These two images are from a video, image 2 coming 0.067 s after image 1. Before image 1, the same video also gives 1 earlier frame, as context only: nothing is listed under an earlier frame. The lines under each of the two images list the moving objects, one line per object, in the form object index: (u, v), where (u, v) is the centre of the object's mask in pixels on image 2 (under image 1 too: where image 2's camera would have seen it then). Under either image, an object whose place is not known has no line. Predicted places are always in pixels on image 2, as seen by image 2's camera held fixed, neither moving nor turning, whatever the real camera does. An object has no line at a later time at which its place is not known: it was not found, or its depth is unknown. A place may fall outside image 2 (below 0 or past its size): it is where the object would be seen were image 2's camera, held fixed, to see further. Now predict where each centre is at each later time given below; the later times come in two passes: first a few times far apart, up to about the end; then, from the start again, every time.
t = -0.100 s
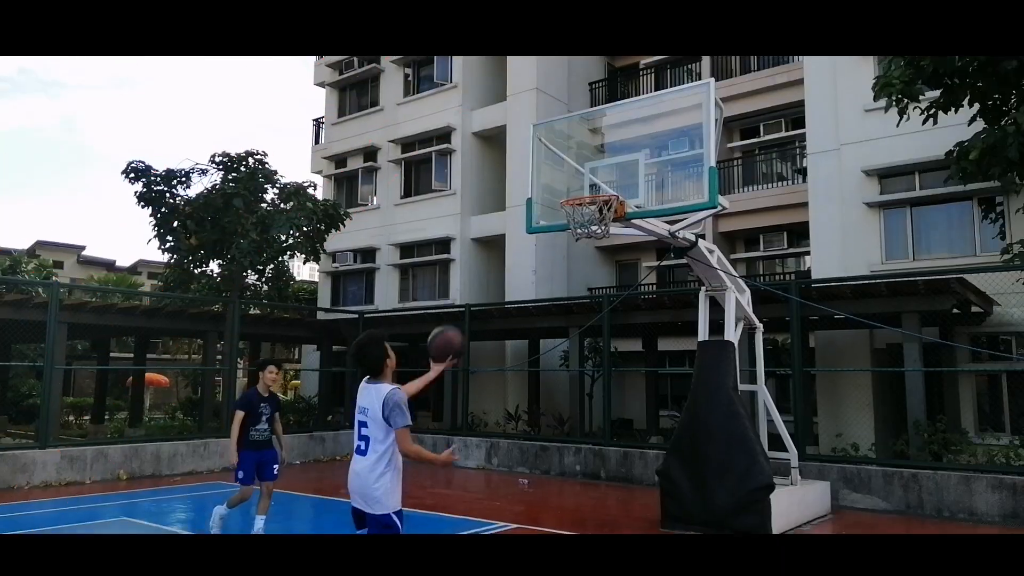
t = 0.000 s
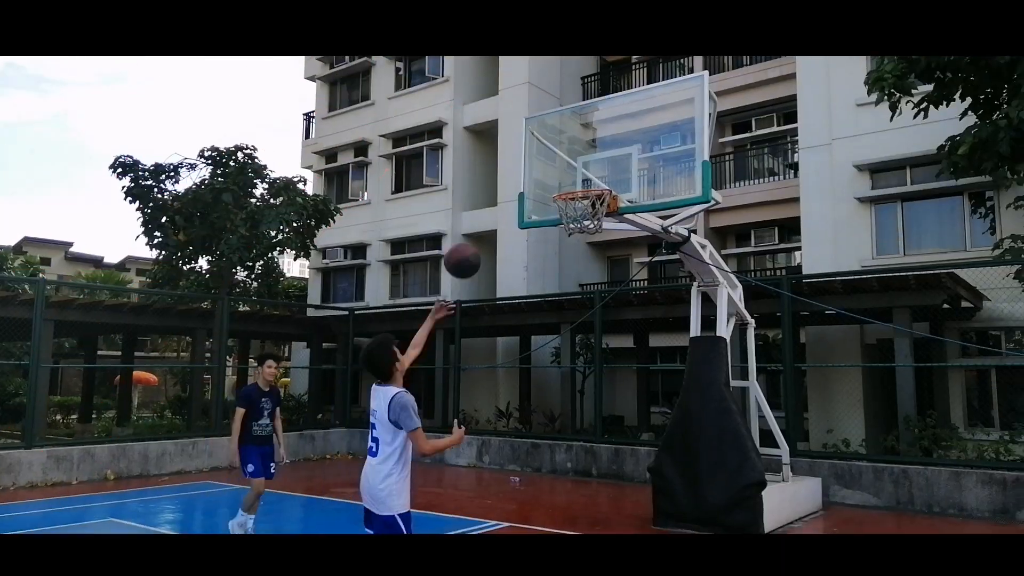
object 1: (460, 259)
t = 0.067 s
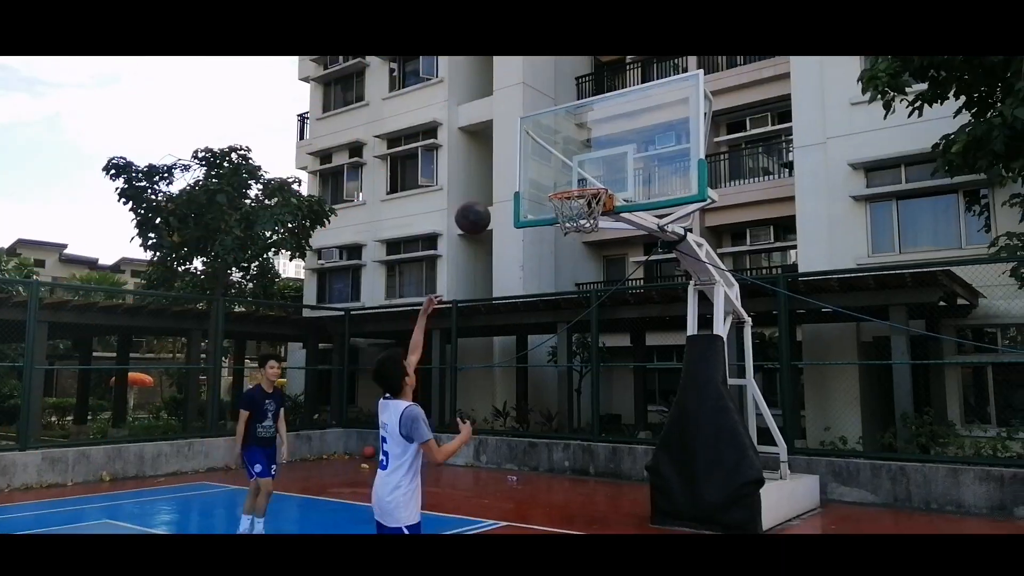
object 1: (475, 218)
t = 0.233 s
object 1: (515, 139)
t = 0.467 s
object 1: (557, 107)
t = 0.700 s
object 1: (593, 145)
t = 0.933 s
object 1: (579, 166)
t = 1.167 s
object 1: (544, 204)
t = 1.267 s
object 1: (528, 226)
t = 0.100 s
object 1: (482, 199)
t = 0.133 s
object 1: (490, 181)
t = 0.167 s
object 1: (500, 166)
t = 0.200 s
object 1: (507, 152)
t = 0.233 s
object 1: (515, 139)
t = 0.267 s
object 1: (519, 129)
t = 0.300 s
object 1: (529, 120)
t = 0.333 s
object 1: (535, 115)
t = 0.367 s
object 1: (538, 112)
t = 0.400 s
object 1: (541, 109)
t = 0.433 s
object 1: (546, 106)
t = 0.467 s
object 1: (557, 107)
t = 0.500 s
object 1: (564, 108)
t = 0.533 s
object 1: (567, 110)
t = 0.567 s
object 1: (570, 114)
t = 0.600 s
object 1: (570, 120)
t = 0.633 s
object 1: (575, 127)
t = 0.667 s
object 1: (586, 134)
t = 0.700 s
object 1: (593, 145)
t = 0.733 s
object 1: (600, 155)
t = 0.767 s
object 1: (604, 167)
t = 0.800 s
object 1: (602, 169)
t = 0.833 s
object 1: (596, 169)
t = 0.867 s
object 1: (592, 165)
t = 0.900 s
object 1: (584, 164)
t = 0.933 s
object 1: (579, 166)
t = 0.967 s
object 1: (573, 168)
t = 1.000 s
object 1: (570, 172)
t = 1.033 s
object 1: (563, 176)
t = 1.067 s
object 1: (559, 178)
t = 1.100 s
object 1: (553, 181)
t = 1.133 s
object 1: (547, 195)
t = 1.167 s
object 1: (544, 204)
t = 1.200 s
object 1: (539, 209)
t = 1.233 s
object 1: (532, 217)
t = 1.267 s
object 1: (528, 226)
